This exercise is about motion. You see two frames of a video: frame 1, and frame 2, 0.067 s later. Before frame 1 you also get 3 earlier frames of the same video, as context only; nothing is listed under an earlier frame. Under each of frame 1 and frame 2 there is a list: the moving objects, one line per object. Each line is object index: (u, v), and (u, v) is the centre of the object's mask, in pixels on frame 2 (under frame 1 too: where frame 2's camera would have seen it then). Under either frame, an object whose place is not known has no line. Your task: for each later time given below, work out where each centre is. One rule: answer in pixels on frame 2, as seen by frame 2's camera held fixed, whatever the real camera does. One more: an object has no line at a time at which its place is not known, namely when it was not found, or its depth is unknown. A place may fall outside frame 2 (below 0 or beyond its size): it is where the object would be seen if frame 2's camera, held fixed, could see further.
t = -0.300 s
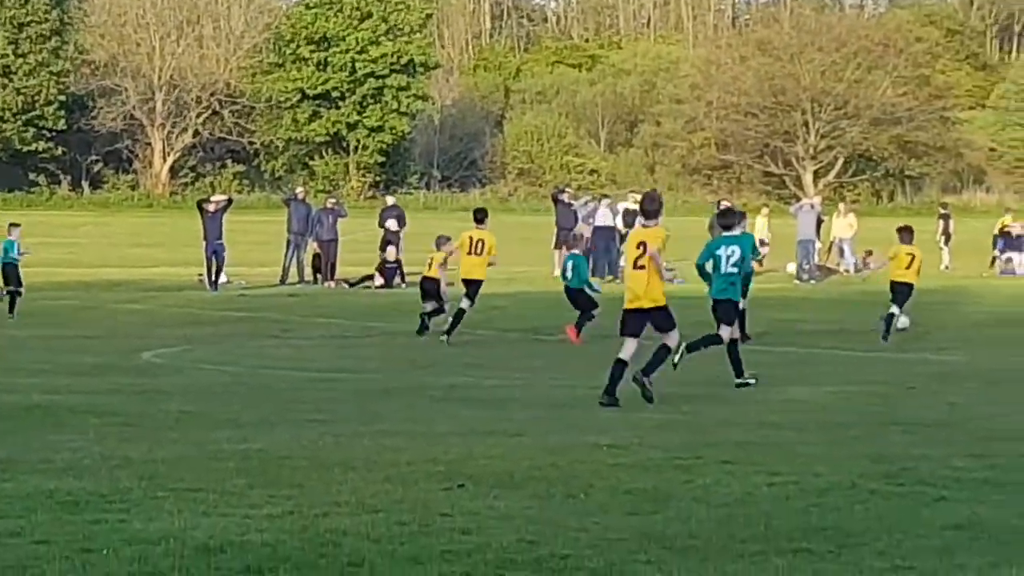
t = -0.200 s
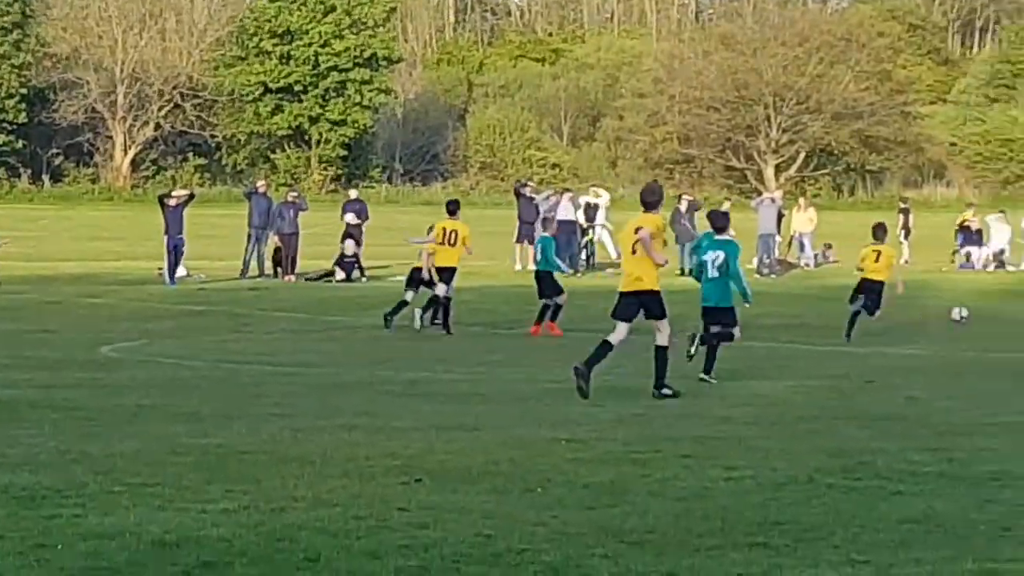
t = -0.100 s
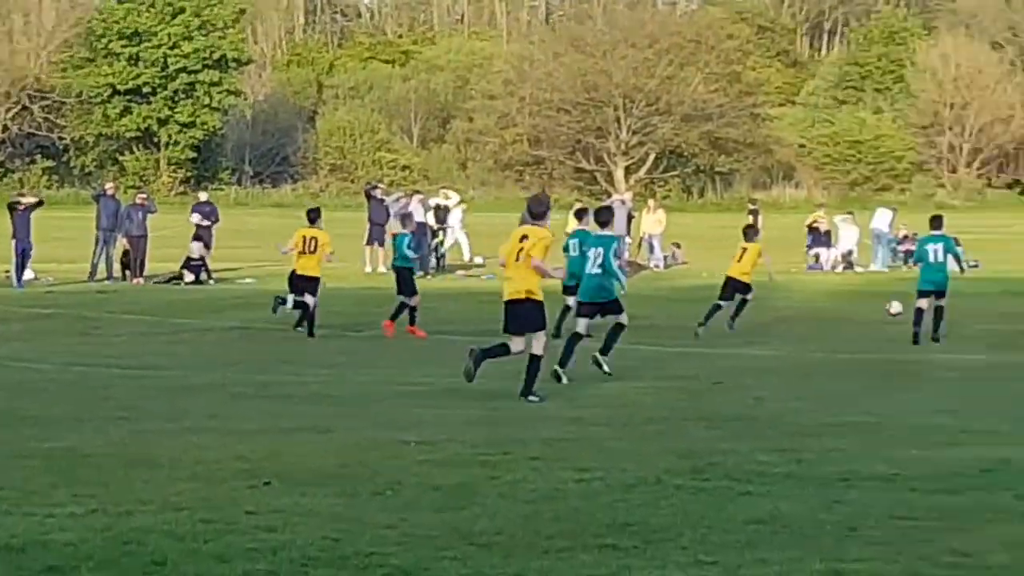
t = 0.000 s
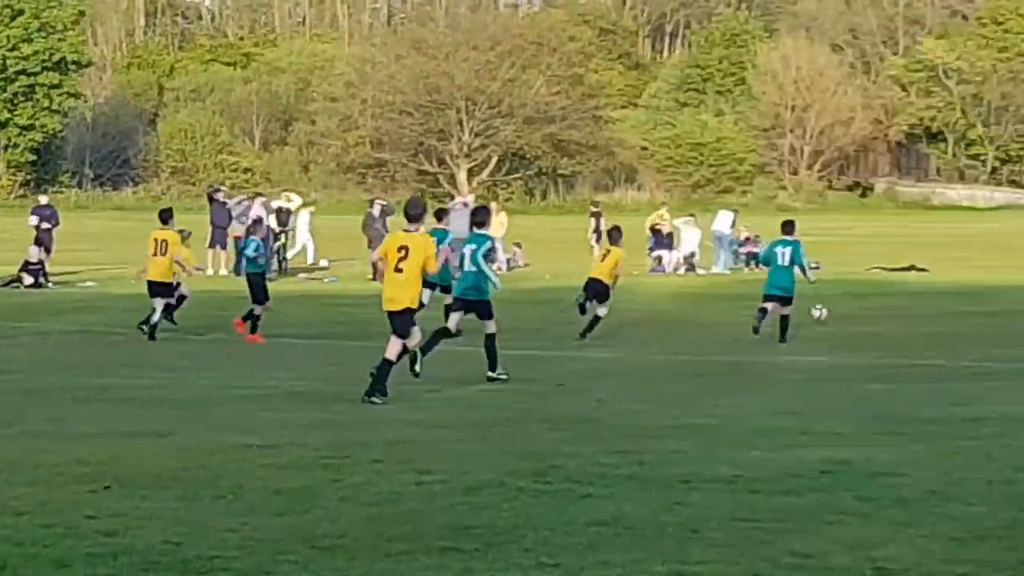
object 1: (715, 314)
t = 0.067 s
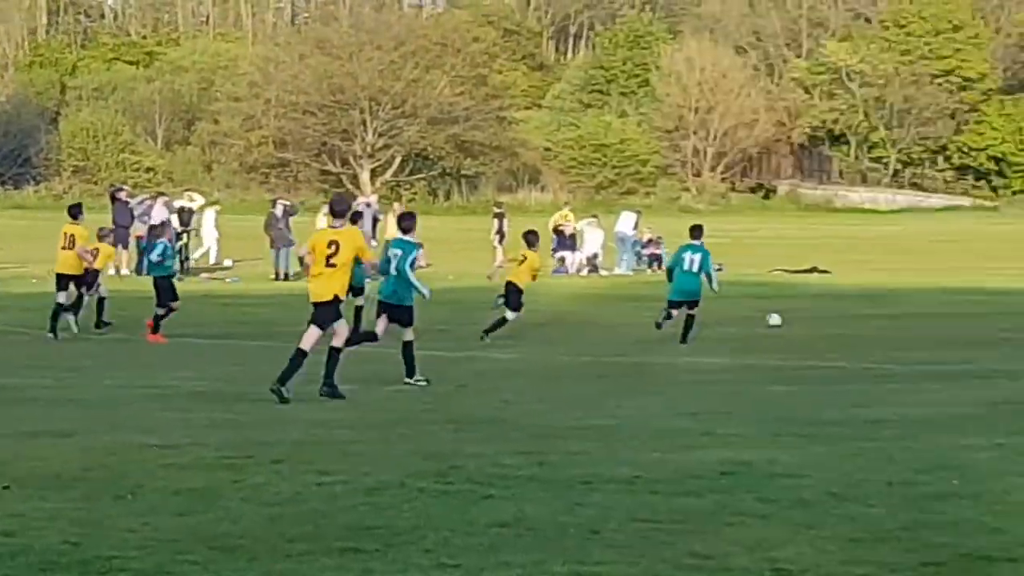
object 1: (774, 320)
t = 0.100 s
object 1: (800, 319)
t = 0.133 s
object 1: (824, 319)
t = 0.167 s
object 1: (849, 320)
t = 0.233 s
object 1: (890, 322)
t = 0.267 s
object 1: (904, 320)
